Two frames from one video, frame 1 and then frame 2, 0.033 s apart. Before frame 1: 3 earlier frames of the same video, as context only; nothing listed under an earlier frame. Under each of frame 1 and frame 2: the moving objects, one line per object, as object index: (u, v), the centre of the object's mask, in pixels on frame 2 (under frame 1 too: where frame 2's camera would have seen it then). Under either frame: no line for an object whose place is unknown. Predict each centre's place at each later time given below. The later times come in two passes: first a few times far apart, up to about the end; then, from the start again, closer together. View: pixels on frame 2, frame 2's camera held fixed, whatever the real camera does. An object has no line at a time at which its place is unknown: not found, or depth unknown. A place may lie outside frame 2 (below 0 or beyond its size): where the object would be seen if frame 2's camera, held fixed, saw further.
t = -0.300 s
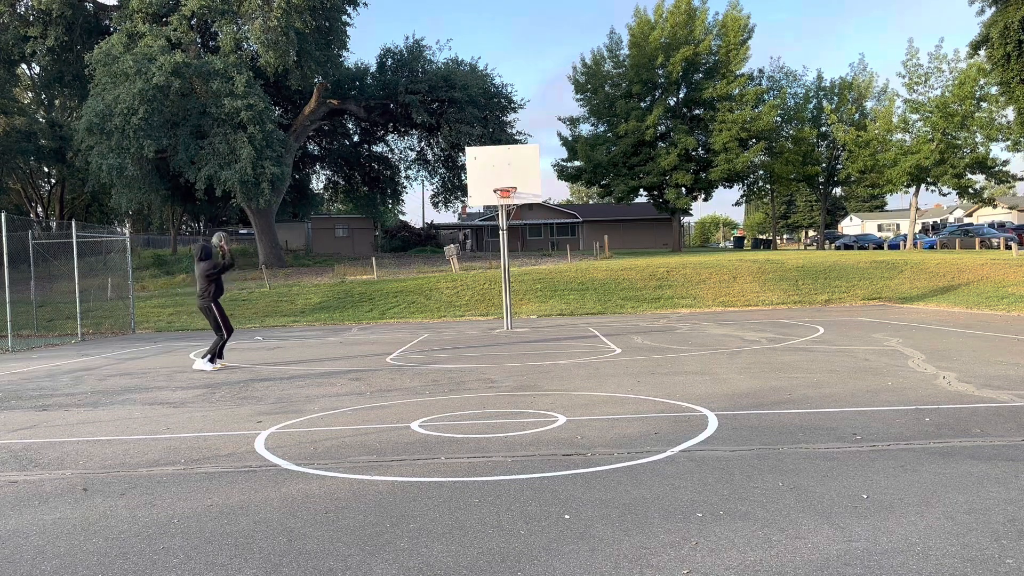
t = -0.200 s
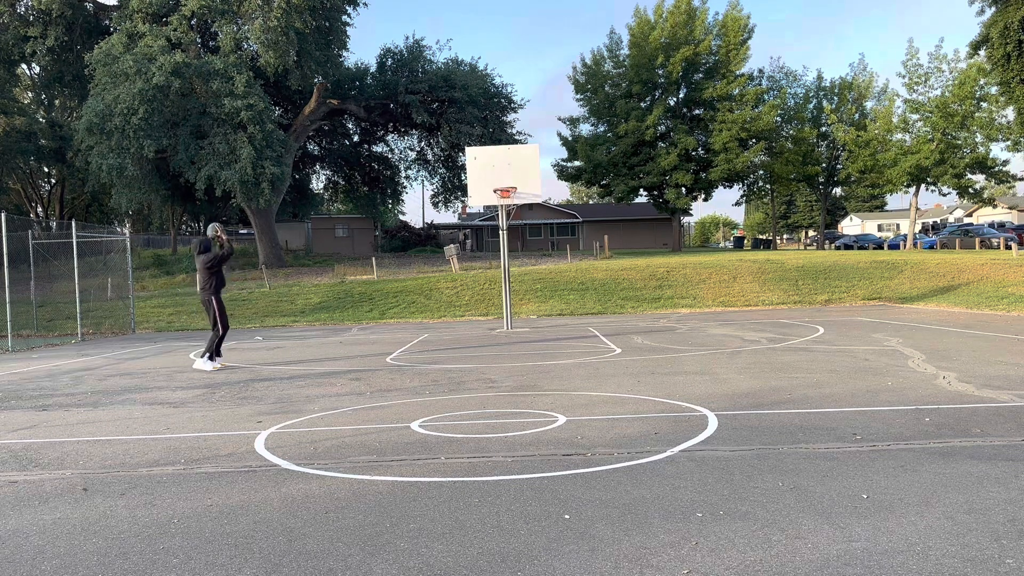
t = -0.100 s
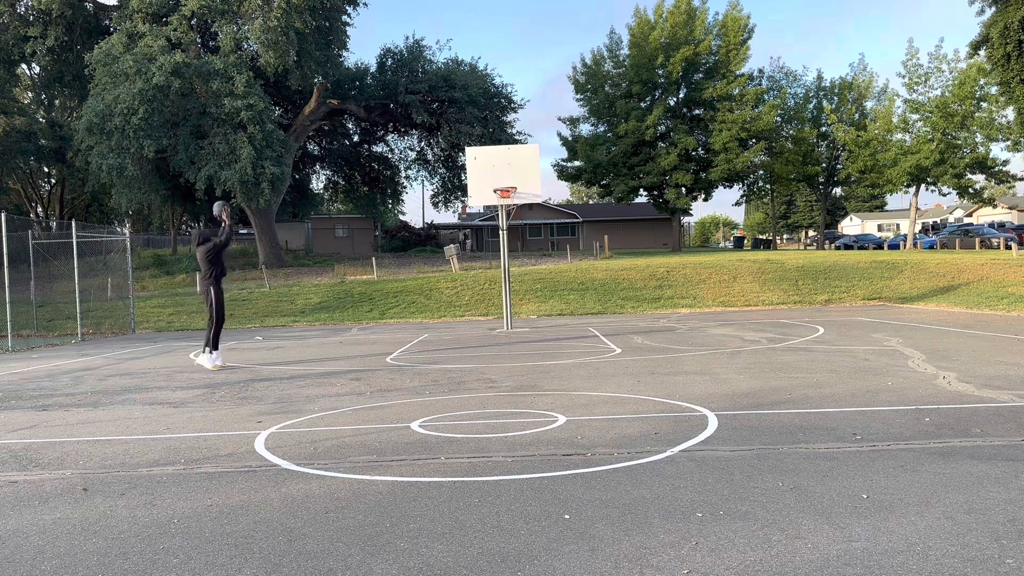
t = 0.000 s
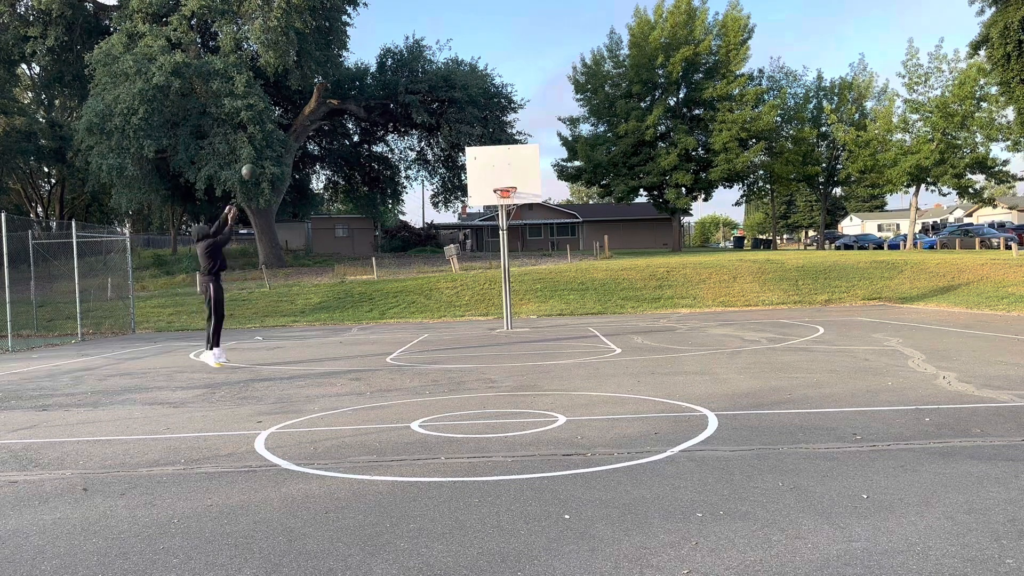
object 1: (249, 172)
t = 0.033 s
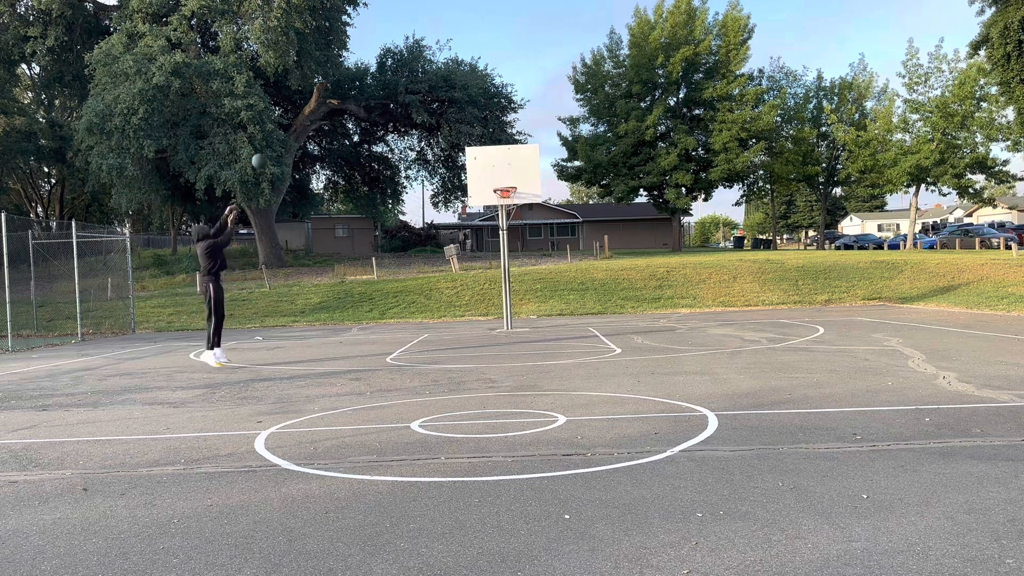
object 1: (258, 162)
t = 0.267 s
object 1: (325, 111)
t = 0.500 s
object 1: (383, 97)
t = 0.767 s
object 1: (440, 116)
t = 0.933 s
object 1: (474, 145)
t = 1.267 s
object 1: (503, 196)
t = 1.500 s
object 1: (504, 202)
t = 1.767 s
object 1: (507, 215)
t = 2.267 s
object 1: (517, 321)
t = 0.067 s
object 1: (267, 151)
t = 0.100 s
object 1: (279, 142)
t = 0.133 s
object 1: (288, 135)
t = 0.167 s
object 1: (298, 128)
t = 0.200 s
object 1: (307, 121)
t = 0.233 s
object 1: (316, 115)
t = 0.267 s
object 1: (325, 111)
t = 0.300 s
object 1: (334, 107)
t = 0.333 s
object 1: (342, 103)
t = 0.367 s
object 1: (351, 100)
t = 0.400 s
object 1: (359, 99)
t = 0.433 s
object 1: (367, 97)
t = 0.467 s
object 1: (375, 97)
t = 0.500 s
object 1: (383, 97)
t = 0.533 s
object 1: (390, 97)
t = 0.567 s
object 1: (397, 98)
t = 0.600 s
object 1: (405, 99)
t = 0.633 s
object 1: (412, 101)
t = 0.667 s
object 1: (420, 104)
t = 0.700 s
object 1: (426, 107)
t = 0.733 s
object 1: (434, 112)
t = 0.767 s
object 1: (440, 116)
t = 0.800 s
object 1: (447, 121)
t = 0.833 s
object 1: (453, 126)
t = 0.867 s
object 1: (460, 132)
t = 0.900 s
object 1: (466, 138)
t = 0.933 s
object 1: (474, 145)
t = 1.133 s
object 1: (507, 190)
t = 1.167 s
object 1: (505, 193)
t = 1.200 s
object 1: (503, 193)
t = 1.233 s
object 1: (504, 195)
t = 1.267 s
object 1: (503, 196)
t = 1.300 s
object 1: (504, 196)
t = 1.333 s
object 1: (503, 197)
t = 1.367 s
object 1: (503, 198)
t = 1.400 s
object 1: (503, 199)
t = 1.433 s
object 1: (504, 201)
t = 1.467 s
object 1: (504, 201)
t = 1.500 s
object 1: (504, 202)
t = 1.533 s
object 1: (504, 204)
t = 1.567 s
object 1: (504, 205)
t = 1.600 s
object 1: (504, 207)
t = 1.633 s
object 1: (505, 208)
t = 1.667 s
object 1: (505, 209)
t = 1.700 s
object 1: (507, 210)
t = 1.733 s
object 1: (507, 213)
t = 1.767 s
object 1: (507, 215)
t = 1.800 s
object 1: (508, 220)
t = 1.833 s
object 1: (507, 224)
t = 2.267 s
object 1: (517, 321)
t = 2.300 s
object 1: (518, 330)
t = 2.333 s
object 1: (518, 322)
